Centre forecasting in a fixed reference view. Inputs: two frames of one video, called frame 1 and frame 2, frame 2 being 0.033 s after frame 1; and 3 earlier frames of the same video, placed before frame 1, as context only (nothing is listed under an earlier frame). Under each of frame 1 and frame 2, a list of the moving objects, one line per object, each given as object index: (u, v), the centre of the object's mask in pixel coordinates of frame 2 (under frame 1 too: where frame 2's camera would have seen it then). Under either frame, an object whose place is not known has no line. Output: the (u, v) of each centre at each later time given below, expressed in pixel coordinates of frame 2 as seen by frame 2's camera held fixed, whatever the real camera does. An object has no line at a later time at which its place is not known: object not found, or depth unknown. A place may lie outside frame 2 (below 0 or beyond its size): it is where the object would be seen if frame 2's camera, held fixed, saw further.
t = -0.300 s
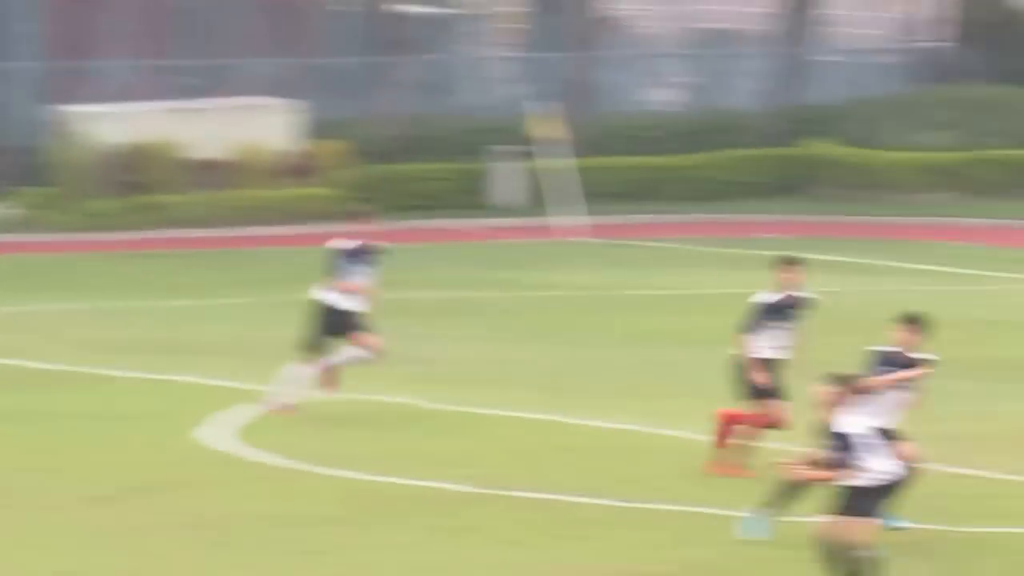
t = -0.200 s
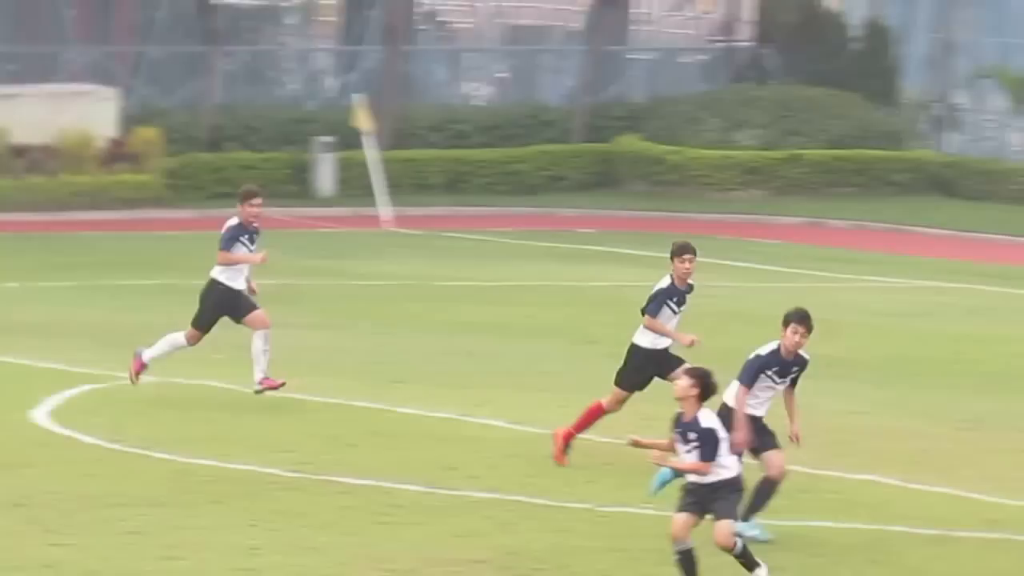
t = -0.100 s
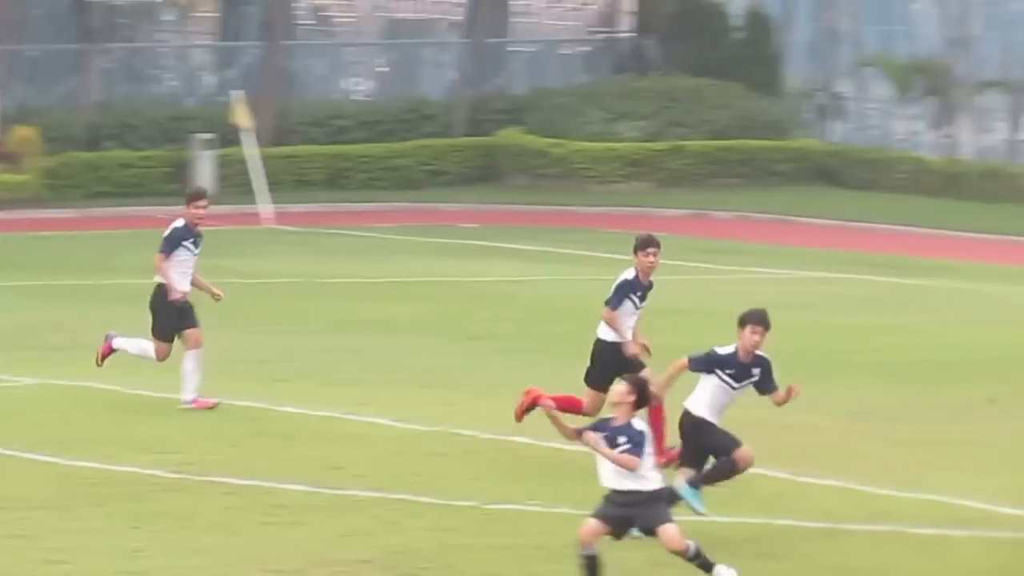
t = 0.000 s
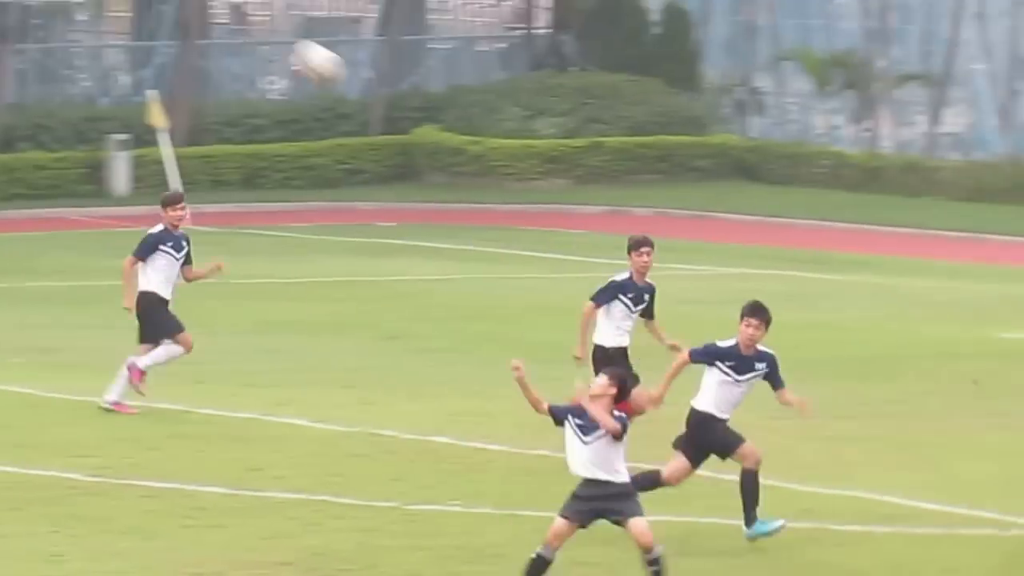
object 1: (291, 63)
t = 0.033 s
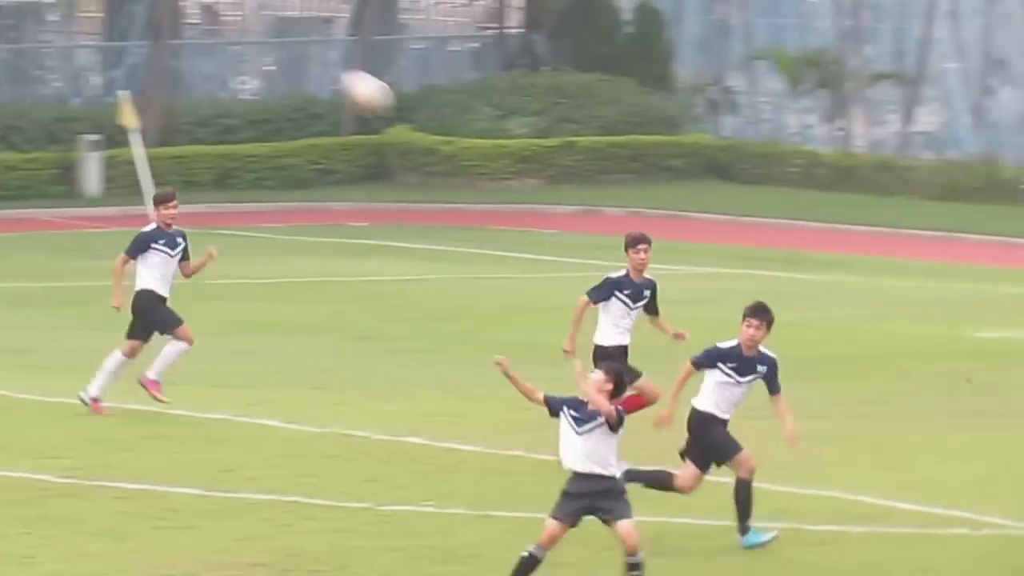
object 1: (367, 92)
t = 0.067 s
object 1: (439, 122)
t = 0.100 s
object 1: (515, 157)
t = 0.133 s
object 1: (589, 187)
